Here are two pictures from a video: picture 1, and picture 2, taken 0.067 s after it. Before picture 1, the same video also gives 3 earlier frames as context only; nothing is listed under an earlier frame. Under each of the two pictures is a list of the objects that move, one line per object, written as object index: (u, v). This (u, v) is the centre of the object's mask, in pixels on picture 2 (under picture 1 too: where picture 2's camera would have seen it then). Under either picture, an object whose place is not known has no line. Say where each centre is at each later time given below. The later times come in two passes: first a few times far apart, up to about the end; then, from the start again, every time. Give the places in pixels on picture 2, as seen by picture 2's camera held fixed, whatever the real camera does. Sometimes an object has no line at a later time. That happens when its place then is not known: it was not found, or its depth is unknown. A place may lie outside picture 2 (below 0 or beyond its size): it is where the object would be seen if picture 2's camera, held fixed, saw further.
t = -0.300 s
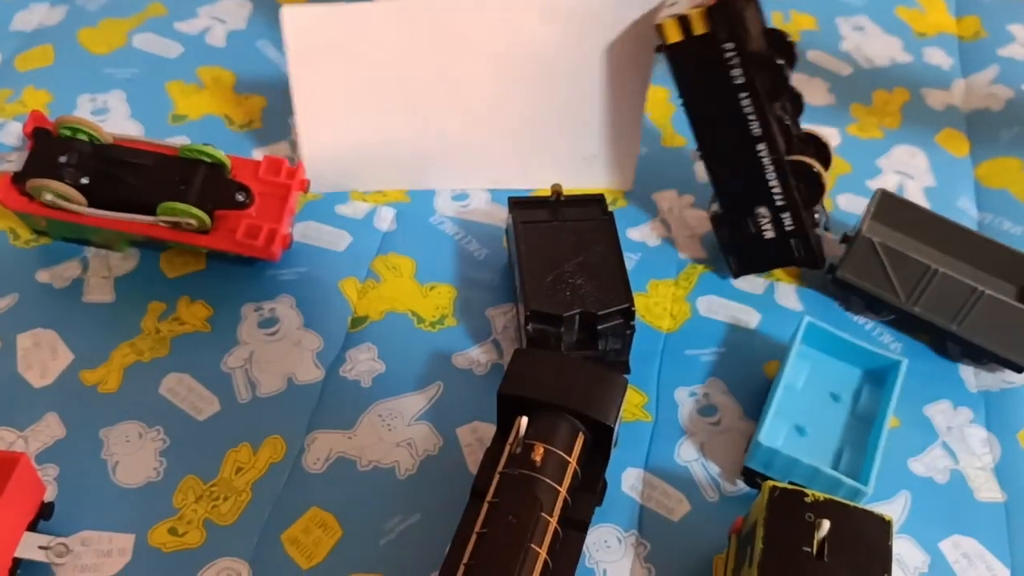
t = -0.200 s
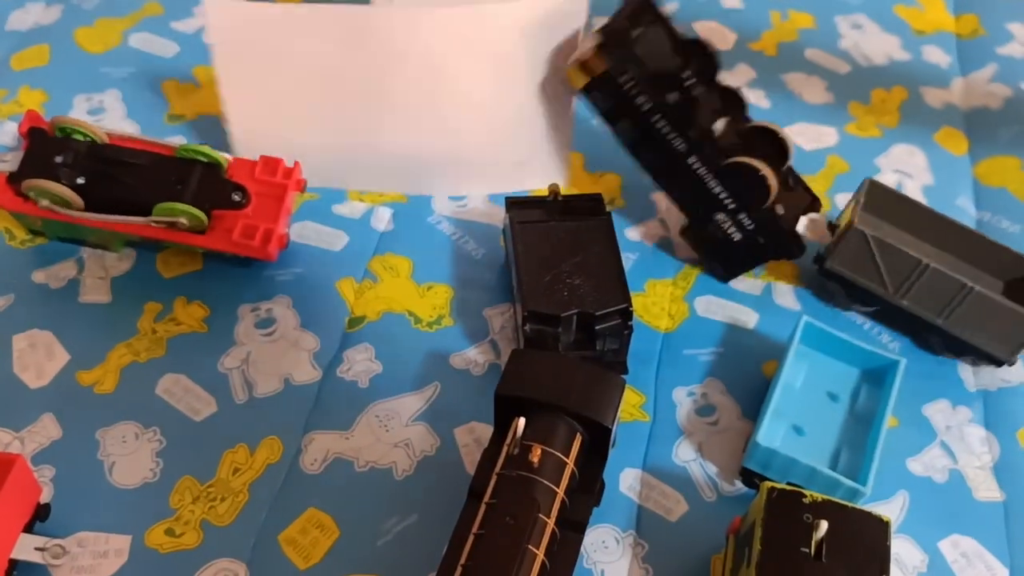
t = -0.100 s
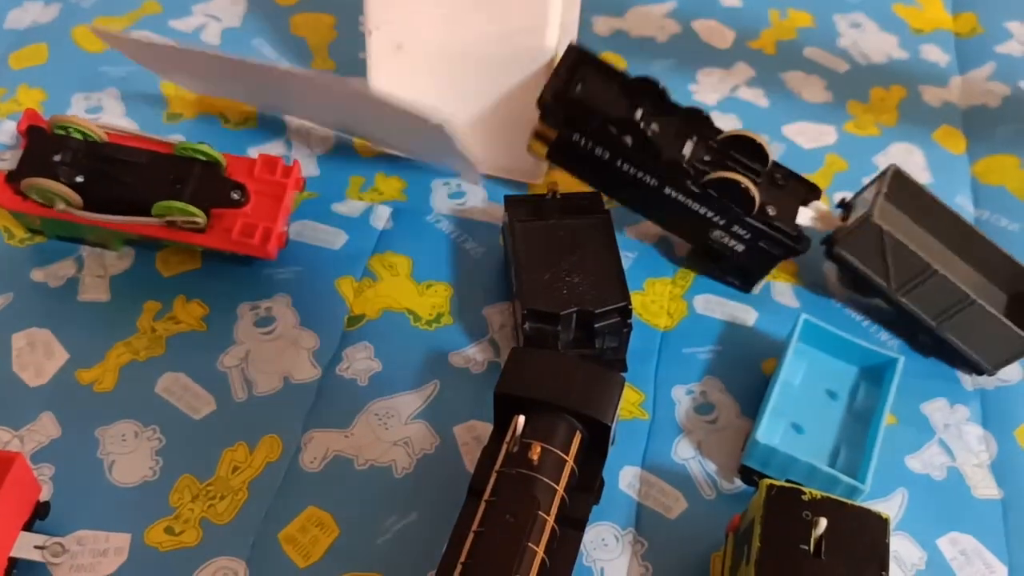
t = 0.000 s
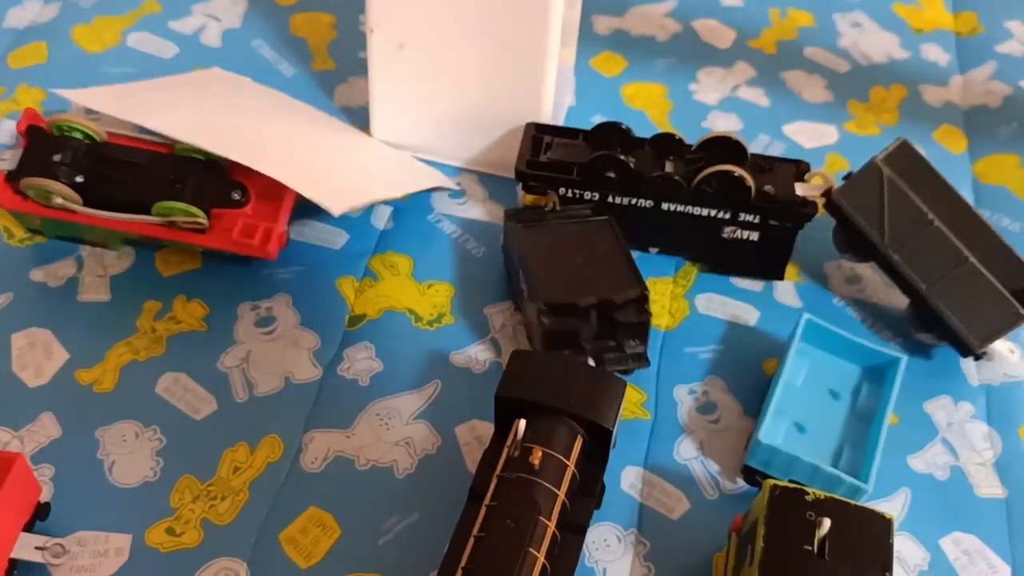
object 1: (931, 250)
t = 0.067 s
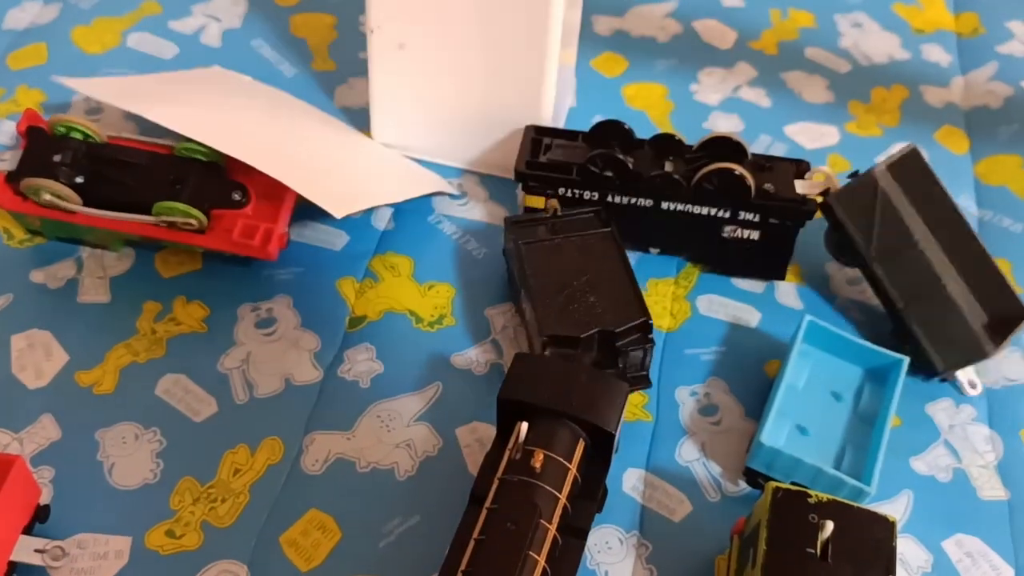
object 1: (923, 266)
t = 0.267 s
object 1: (924, 273)
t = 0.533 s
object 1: (925, 276)
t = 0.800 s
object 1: (925, 276)
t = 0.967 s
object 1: (925, 276)
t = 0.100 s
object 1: (924, 272)
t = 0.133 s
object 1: (926, 280)
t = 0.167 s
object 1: (926, 282)
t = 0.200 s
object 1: (925, 281)
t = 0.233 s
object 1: (924, 277)
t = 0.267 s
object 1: (924, 273)
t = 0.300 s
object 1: (925, 272)
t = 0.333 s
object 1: (926, 274)
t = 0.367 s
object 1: (926, 277)
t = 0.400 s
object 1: (926, 278)
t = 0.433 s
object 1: (925, 277)
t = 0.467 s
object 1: (925, 276)
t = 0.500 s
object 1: (925, 275)
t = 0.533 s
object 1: (925, 276)
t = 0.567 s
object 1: (925, 277)
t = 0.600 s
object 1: (925, 277)
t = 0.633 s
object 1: (925, 277)
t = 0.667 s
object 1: (925, 276)
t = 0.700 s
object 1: (925, 276)
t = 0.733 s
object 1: (925, 276)
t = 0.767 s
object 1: (925, 276)
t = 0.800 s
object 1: (925, 276)
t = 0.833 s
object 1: (925, 276)
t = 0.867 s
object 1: (925, 276)
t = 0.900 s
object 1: (925, 276)
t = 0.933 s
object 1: (925, 276)
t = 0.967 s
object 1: (925, 276)
